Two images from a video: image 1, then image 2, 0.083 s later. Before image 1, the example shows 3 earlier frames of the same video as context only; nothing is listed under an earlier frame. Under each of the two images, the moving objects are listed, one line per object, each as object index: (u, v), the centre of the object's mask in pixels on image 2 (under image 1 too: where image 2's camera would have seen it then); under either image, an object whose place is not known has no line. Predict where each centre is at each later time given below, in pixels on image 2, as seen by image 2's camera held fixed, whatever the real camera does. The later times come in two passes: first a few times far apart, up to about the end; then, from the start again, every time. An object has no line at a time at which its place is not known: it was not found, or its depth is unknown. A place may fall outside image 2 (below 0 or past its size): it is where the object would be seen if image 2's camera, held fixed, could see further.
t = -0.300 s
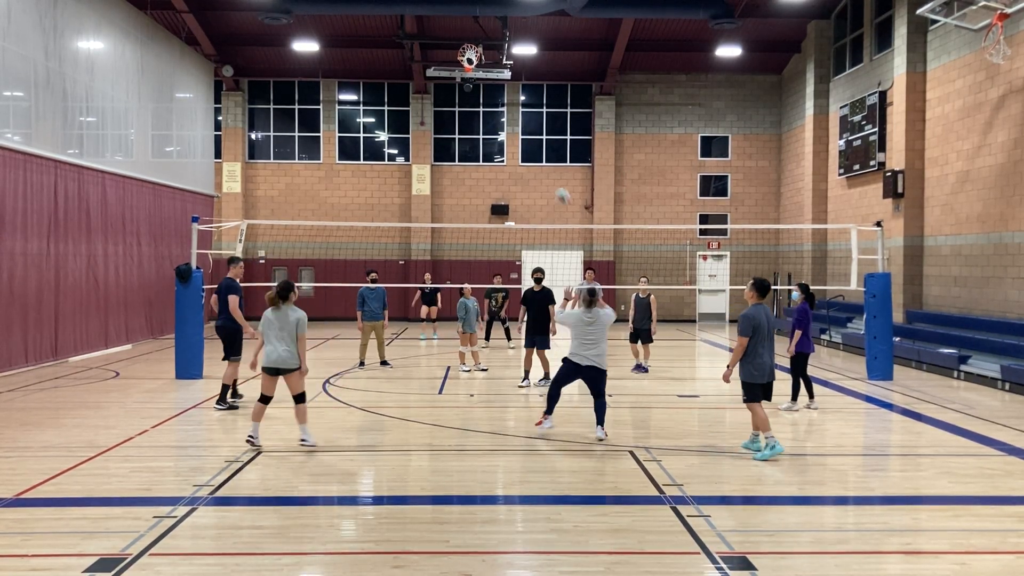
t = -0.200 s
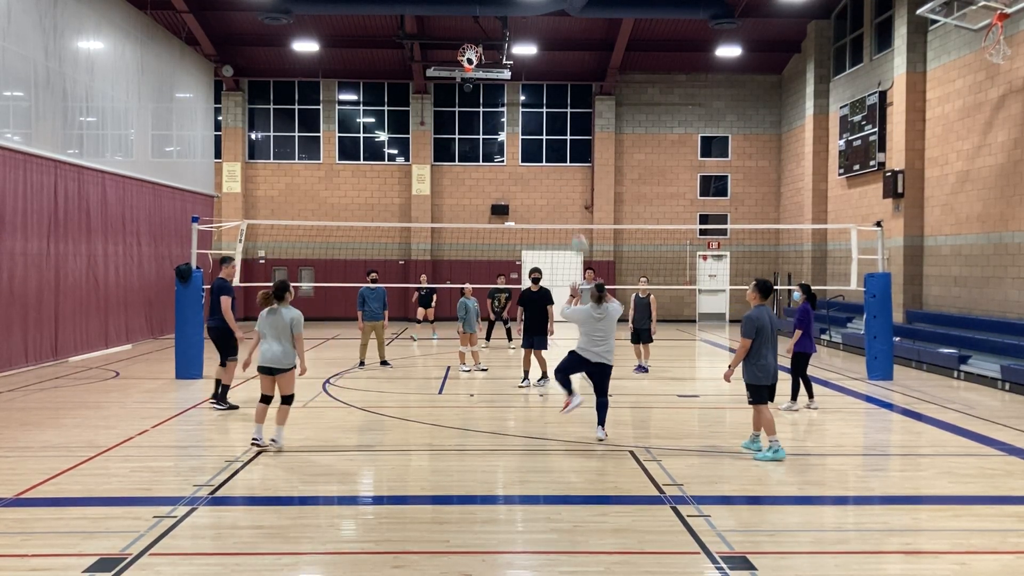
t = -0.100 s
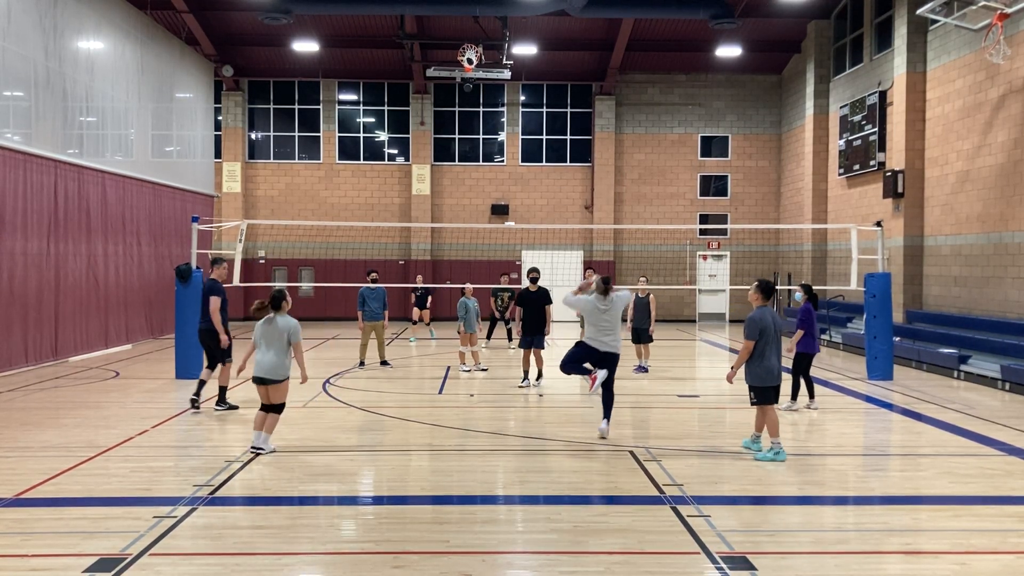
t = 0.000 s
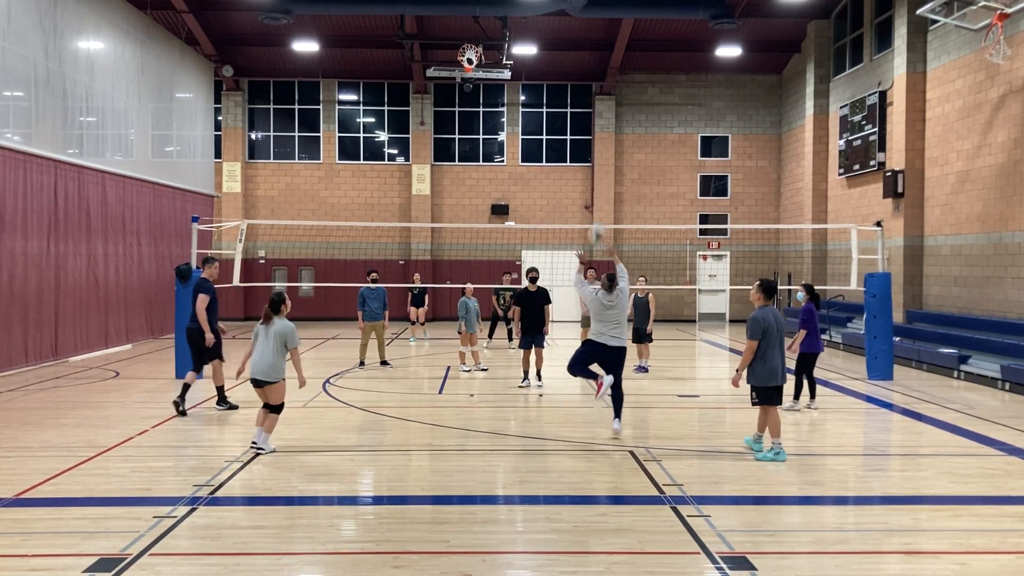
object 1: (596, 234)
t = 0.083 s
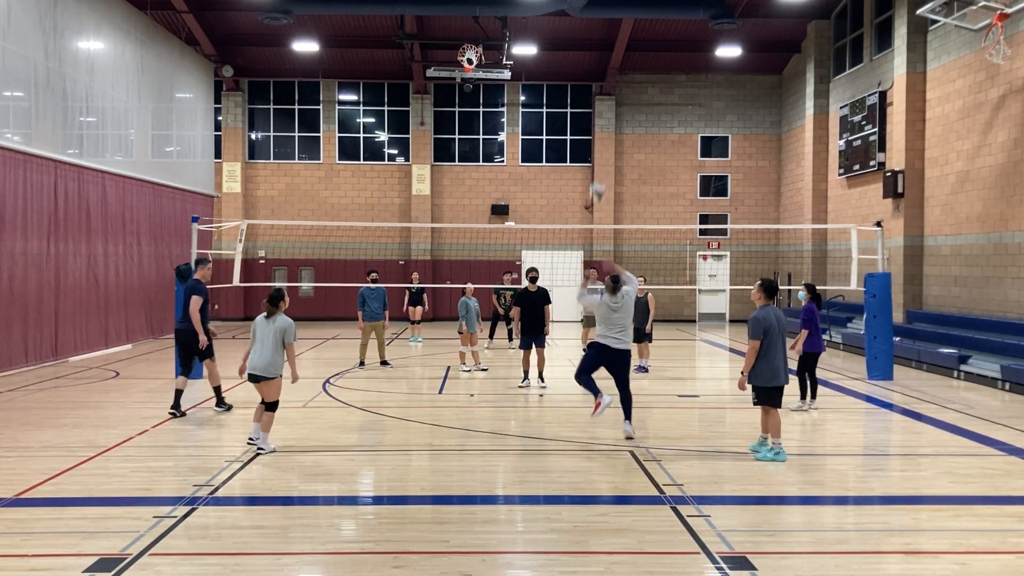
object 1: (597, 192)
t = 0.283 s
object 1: (599, 123)
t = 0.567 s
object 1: (601, 90)
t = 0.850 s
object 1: (602, 119)
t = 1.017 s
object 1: (602, 161)
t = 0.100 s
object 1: (597, 185)
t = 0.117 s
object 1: (598, 178)
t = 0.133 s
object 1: (598, 171)
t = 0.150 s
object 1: (598, 164)
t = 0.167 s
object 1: (598, 158)
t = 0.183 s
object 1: (598, 151)
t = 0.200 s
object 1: (598, 145)
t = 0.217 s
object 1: (598, 140)
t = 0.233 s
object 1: (598, 135)
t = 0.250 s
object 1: (599, 131)
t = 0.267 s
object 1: (599, 127)
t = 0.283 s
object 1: (599, 123)
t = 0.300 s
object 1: (599, 119)
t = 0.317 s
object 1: (599, 115)
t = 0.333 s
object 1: (600, 111)
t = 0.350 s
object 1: (600, 108)
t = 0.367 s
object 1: (600, 106)
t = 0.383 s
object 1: (600, 103)
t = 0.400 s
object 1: (600, 101)
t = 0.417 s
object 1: (600, 99)
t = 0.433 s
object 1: (600, 97)
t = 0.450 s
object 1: (600, 95)
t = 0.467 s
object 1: (600, 94)
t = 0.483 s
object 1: (600, 93)
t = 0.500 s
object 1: (600, 92)
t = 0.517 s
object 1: (600, 91)
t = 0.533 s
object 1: (600, 90)
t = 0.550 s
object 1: (600, 90)
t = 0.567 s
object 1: (601, 90)
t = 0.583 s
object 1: (601, 90)
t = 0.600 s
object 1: (601, 90)
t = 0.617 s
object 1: (601, 91)
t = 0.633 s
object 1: (601, 92)
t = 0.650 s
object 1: (601, 93)
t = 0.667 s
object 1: (601, 94)
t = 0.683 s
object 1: (601, 95)
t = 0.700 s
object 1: (601, 97)
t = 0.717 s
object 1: (601, 98)
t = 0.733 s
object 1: (601, 100)
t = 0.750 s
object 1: (601, 102)
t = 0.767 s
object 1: (601, 105)
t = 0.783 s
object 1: (601, 107)
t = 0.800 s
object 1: (601, 110)
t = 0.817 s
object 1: (602, 112)
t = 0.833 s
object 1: (601, 116)
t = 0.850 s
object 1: (602, 119)
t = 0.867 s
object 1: (601, 123)
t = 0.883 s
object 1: (601, 126)
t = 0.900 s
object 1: (601, 130)
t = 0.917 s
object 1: (601, 134)
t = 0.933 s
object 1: (601, 138)
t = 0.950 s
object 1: (602, 142)
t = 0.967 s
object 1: (602, 147)
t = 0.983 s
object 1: (602, 151)
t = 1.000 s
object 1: (602, 156)
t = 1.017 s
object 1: (602, 161)
